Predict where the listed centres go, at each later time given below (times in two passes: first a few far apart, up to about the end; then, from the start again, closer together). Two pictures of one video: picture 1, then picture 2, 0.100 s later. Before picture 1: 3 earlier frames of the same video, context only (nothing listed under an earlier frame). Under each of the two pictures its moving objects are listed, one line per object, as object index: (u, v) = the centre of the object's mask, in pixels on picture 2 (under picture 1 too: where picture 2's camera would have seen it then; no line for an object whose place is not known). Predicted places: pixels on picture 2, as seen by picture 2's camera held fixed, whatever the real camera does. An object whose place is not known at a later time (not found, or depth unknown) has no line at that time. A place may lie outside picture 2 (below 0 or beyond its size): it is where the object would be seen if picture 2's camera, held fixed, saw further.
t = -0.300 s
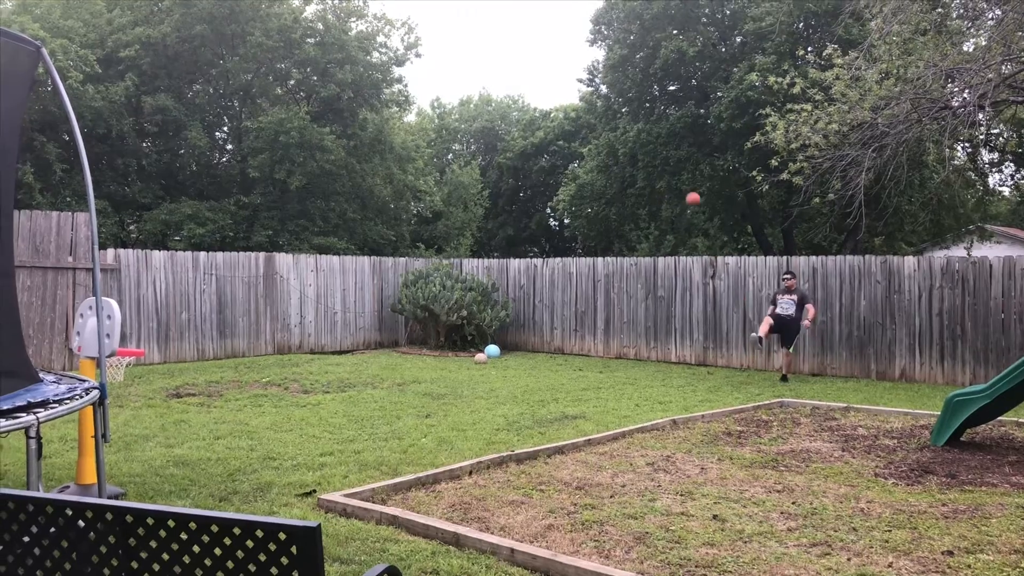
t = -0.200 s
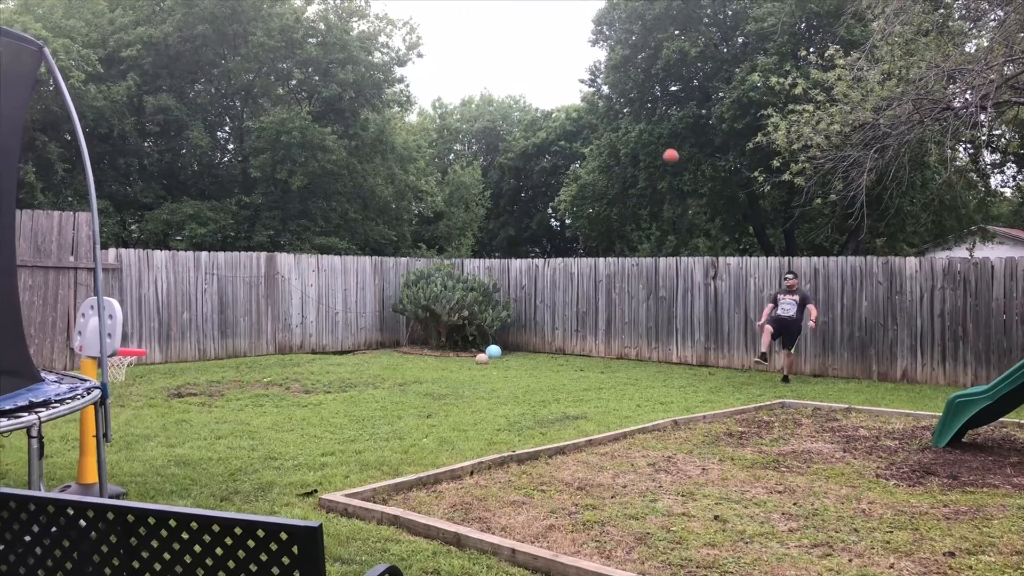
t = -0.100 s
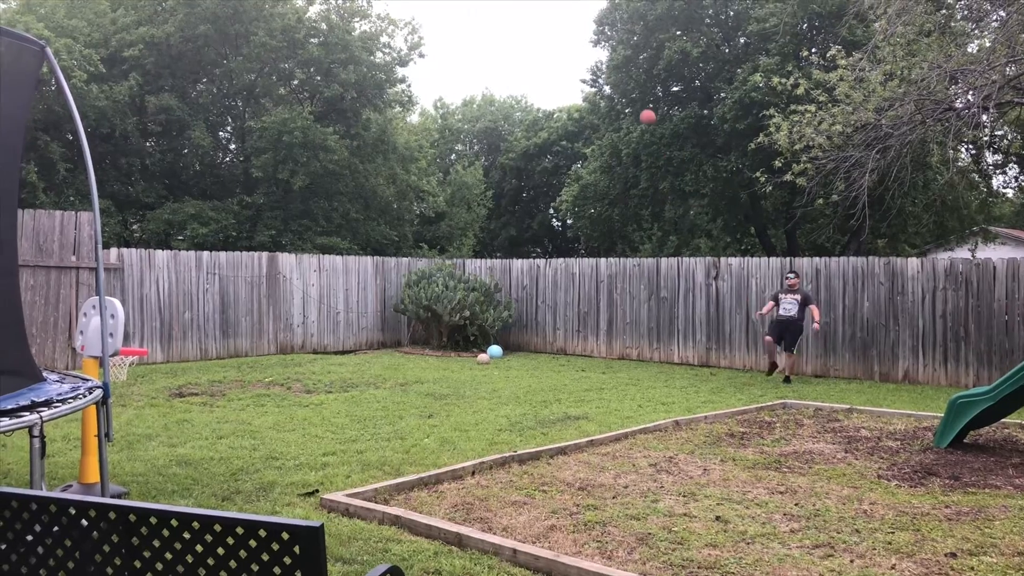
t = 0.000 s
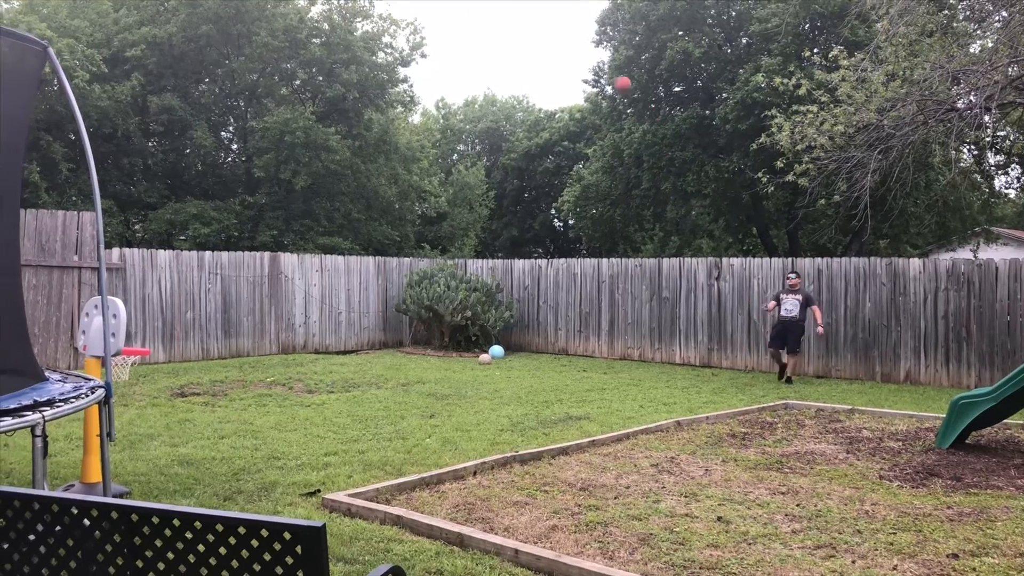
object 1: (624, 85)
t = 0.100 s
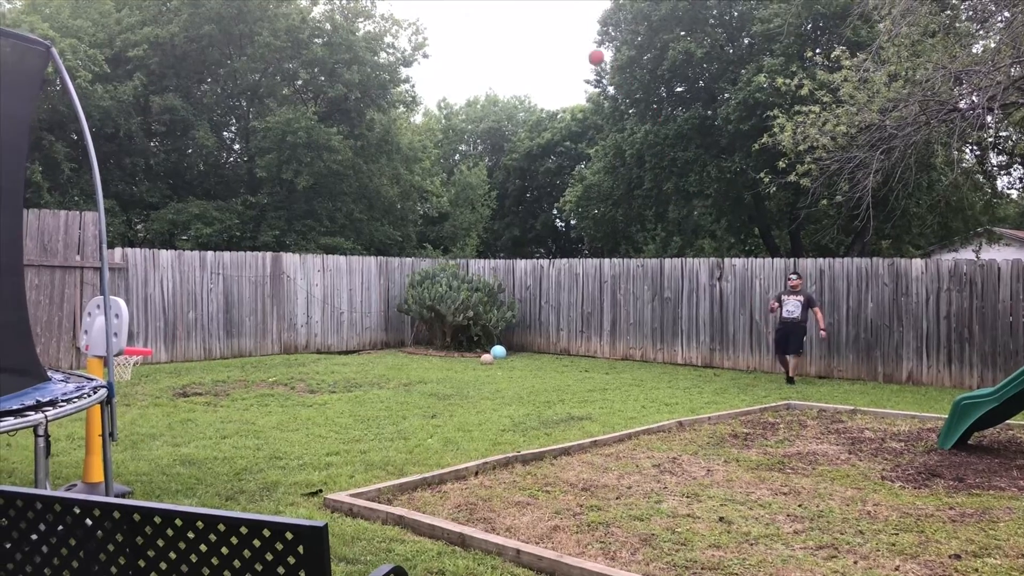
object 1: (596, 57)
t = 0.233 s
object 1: (554, 31)
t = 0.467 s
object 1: (470, 21)
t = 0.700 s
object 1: (368, 70)
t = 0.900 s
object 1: (259, 175)
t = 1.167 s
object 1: (136, 357)
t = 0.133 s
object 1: (586, 50)
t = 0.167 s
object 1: (575, 42)
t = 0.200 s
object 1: (565, 36)
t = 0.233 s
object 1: (554, 31)
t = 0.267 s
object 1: (543, 26)
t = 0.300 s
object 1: (531, 23)
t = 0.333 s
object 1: (520, 20)
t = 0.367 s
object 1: (508, 19)
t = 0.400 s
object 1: (496, 18)
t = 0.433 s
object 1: (483, 19)
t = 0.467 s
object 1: (470, 21)
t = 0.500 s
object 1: (456, 24)
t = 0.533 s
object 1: (442, 28)
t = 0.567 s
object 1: (428, 33)
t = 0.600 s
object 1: (416, 41)
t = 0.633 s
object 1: (400, 49)
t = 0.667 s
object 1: (383, 58)
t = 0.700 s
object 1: (368, 70)
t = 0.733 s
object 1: (352, 82)
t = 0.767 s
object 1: (334, 97)
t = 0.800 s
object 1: (316, 114)
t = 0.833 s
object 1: (297, 132)
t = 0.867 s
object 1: (278, 153)
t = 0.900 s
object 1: (259, 175)
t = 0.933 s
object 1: (237, 200)
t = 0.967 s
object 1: (216, 228)
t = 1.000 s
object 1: (192, 258)
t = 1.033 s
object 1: (168, 291)
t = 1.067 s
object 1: (144, 326)
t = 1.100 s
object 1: (135, 346)
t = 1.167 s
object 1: (136, 357)
